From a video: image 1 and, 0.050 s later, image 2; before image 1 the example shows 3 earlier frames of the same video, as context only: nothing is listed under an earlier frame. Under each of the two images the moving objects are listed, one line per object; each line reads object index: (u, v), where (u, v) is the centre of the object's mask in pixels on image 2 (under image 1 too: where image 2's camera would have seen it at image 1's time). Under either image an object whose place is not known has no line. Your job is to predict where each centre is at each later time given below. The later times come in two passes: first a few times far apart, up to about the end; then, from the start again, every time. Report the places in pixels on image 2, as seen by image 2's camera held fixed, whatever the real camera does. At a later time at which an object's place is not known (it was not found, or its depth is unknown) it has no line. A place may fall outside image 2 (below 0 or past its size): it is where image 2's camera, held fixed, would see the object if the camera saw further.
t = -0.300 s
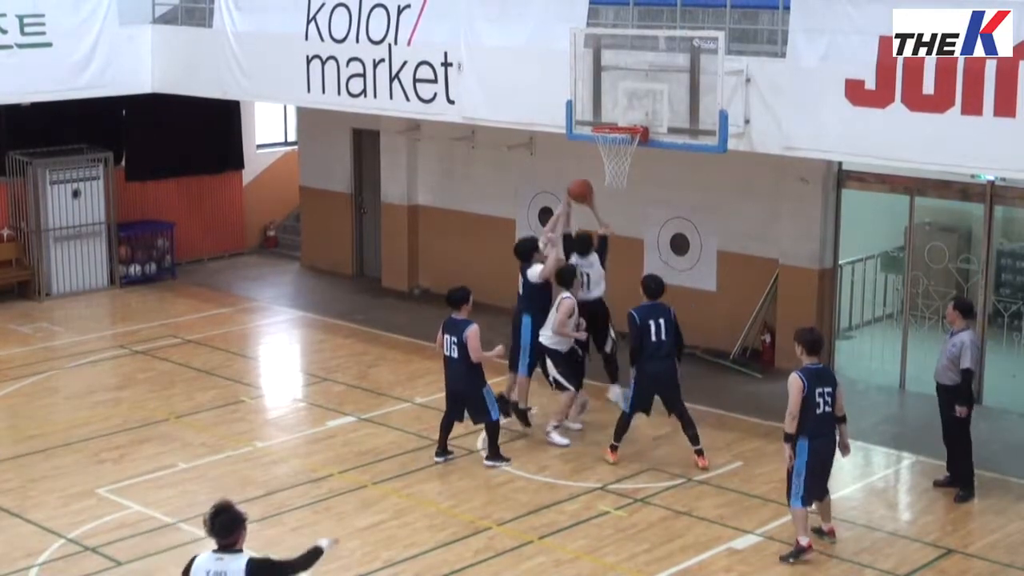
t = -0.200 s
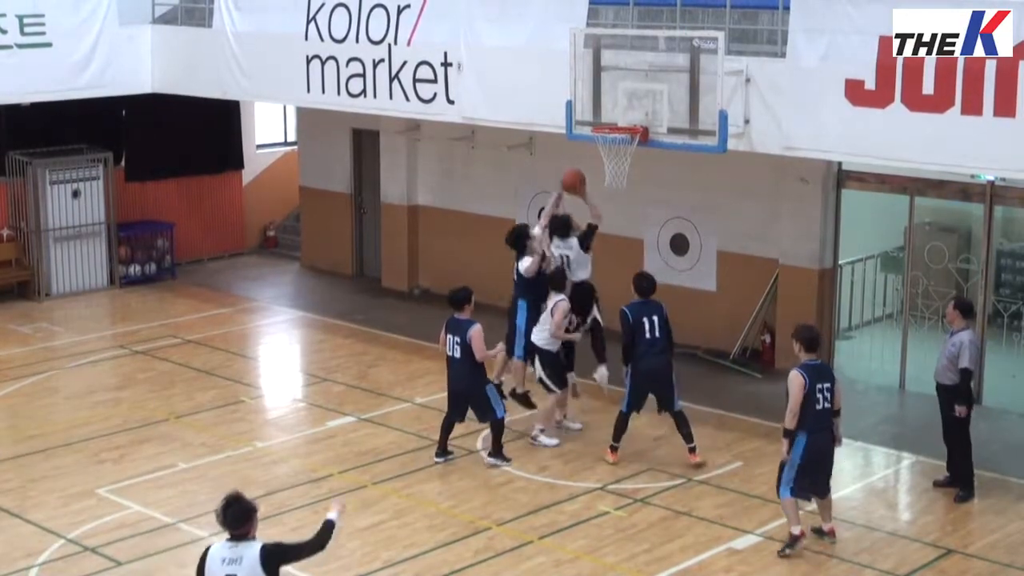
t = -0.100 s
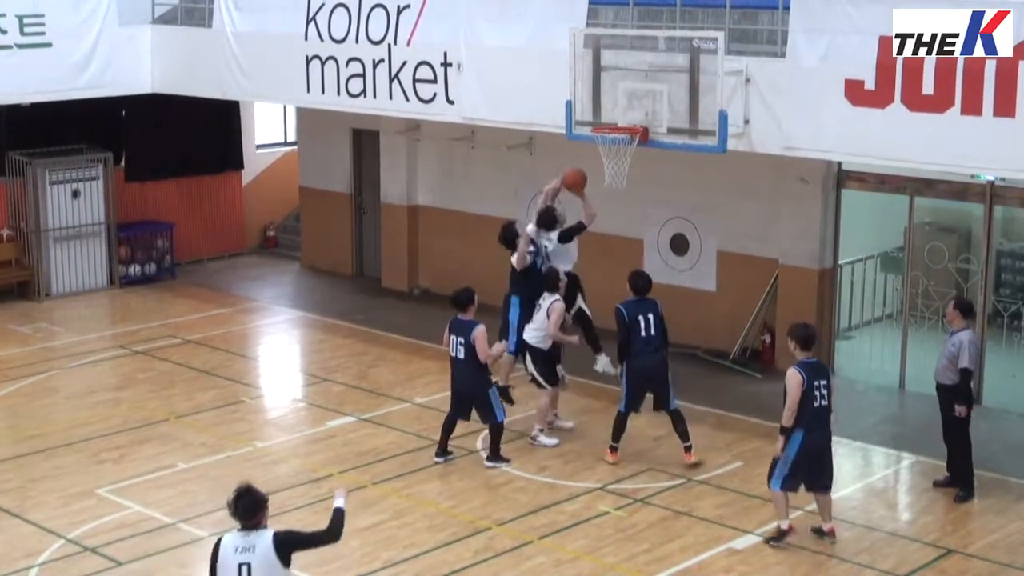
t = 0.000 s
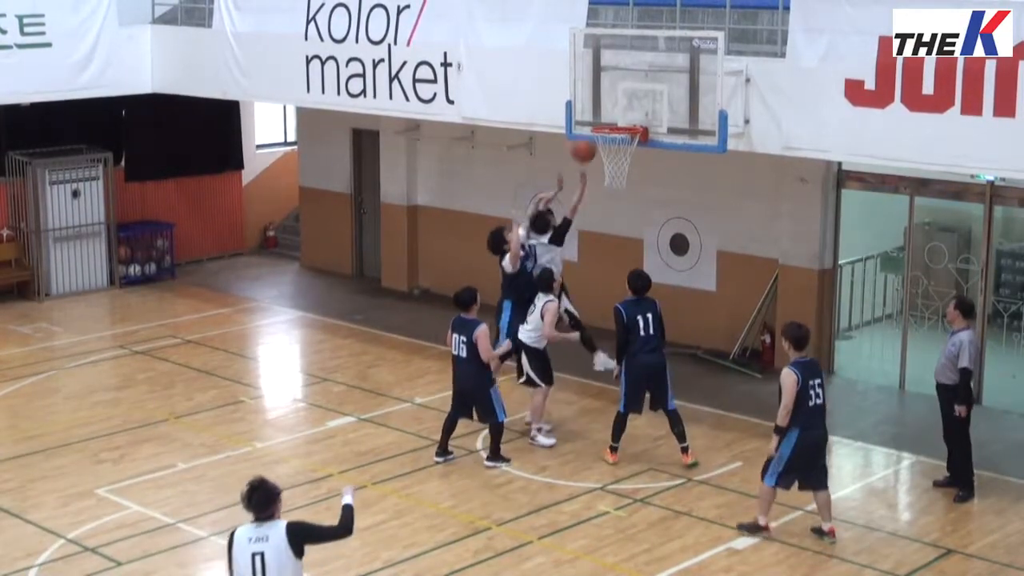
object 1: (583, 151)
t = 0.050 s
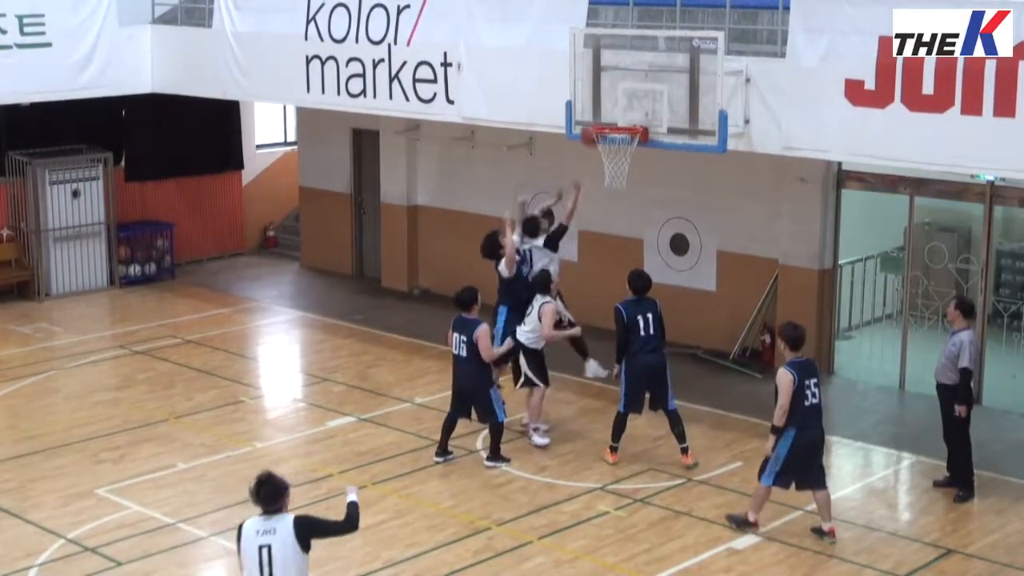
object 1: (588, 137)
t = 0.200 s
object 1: (608, 108)
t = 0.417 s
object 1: (613, 111)
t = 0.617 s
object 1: (618, 113)
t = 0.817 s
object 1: (623, 120)
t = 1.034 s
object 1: (629, 166)
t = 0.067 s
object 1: (592, 128)
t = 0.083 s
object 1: (599, 121)
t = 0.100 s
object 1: (601, 118)
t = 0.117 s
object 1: (605, 114)
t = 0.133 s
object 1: (607, 111)
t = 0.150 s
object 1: (607, 109)
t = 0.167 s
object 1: (607, 108)
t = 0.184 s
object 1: (608, 108)
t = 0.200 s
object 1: (608, 108)
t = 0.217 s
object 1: (608, 108)
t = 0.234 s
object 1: (609, 108)
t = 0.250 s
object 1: (609, 108)
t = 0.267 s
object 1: (609, 108)
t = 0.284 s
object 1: (611, 110)
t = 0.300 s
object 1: (611, 111)
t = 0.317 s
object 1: (612, 113)
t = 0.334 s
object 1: (612, 113)
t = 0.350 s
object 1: (612, 113)
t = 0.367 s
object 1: (612, 113)
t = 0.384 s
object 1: (613, 111)
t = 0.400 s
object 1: (613, 111)
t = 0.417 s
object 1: (613, 111)
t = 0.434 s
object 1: (613, 110)
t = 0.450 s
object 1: (613, 110)
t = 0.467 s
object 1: (614, 110)
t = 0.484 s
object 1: (614, 111)
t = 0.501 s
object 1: (615, 113)
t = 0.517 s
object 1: (615, 113)
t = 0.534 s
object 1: (615, 114)
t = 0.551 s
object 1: (616, 113)
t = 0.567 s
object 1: (616, 113)
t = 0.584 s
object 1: (617, 112)
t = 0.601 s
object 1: (617, 112)
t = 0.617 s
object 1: (618, 113)
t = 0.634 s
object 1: (618, 113)
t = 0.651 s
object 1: (619, 114)
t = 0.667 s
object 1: (619, 115)
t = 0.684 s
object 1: (619, 116)
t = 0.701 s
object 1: (620, 116)
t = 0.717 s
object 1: (620, 116)
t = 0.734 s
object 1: (621, 116)
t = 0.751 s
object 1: (621, 116)
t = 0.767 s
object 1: (622, 117)
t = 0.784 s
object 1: (622, 118)
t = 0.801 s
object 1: (623, 118)
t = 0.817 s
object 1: (623, 120)
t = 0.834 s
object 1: (624, 121)
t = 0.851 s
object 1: (624, 122)
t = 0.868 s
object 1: (625, 123)
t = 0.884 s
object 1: (625, 130)
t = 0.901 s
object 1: (625, 136)
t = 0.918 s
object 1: (624, 141)
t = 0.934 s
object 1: (626, 143)
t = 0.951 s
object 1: (627, 146)
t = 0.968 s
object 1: (628, 148)
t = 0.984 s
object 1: (629, 152)
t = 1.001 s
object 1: (629, 156)
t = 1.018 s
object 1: (628, 164)
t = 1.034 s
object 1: (629, 166)
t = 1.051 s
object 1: (629, 168)
